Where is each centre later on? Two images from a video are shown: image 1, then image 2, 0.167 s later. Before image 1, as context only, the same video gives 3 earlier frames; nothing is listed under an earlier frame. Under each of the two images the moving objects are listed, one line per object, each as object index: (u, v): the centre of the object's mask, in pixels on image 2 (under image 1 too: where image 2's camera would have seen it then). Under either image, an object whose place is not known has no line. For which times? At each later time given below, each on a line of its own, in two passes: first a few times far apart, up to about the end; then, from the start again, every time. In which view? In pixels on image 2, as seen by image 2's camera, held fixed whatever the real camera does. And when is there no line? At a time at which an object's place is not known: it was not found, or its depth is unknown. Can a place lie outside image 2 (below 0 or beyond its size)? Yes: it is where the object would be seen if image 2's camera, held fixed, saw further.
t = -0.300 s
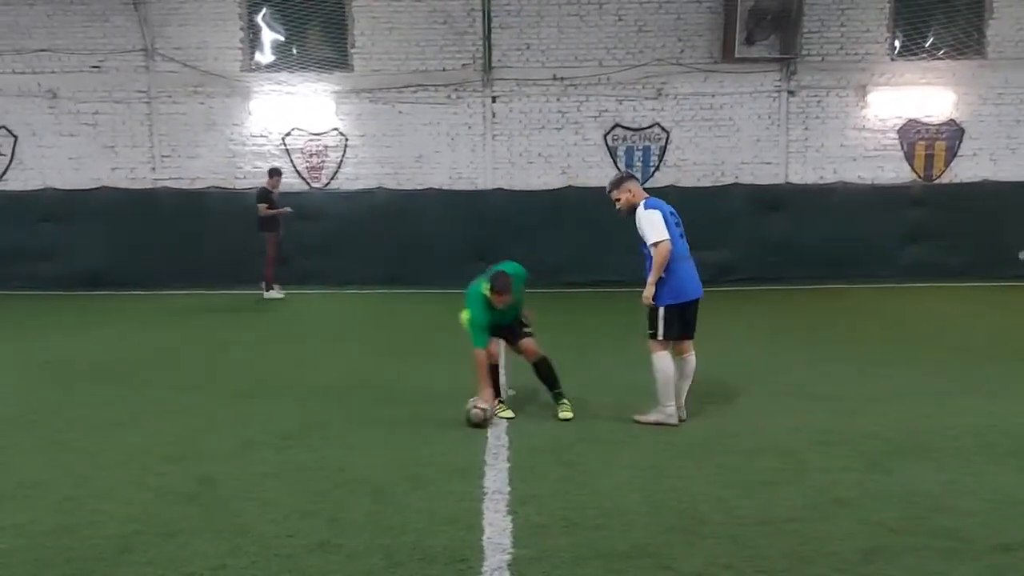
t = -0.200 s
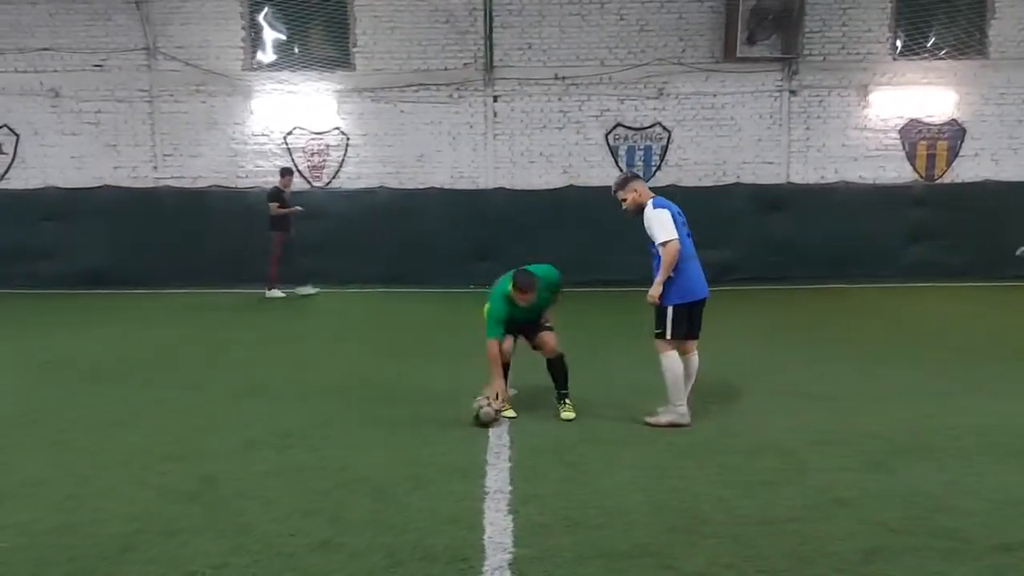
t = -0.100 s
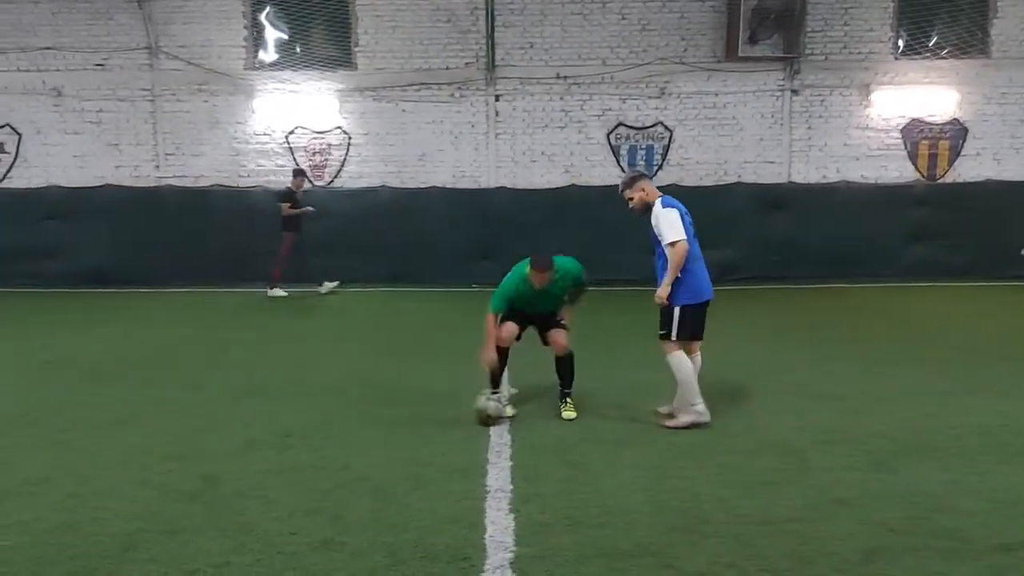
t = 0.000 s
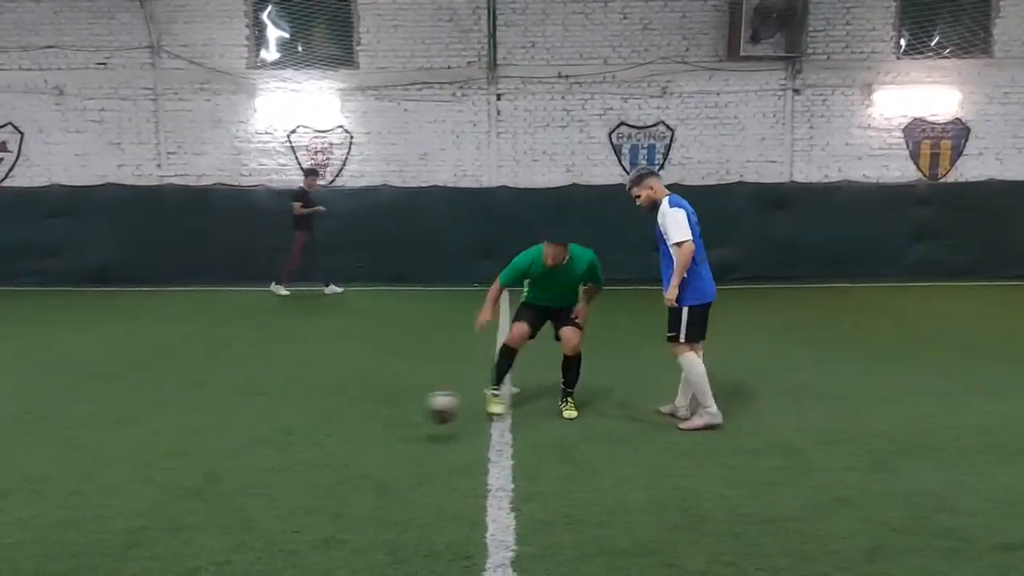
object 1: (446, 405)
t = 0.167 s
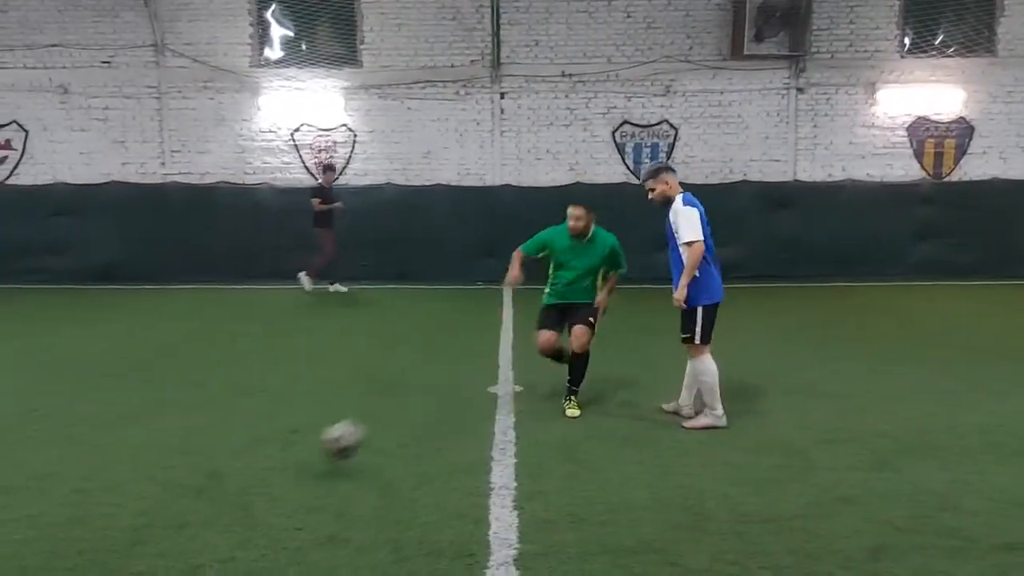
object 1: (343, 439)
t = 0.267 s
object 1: (272, 479)
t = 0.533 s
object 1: (106, 531)
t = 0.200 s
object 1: (320, 452)
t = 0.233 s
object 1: (291, 473)
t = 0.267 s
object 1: (272, 479)
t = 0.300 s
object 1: (252, 479)
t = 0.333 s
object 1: (233, 483)
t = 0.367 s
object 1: (213, 489)
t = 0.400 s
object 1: (194, 498)
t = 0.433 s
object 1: (169, 513)
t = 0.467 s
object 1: (145, 523)
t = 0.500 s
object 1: (124, 528)
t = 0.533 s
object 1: (106, 531)
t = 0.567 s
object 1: (80, 543)
